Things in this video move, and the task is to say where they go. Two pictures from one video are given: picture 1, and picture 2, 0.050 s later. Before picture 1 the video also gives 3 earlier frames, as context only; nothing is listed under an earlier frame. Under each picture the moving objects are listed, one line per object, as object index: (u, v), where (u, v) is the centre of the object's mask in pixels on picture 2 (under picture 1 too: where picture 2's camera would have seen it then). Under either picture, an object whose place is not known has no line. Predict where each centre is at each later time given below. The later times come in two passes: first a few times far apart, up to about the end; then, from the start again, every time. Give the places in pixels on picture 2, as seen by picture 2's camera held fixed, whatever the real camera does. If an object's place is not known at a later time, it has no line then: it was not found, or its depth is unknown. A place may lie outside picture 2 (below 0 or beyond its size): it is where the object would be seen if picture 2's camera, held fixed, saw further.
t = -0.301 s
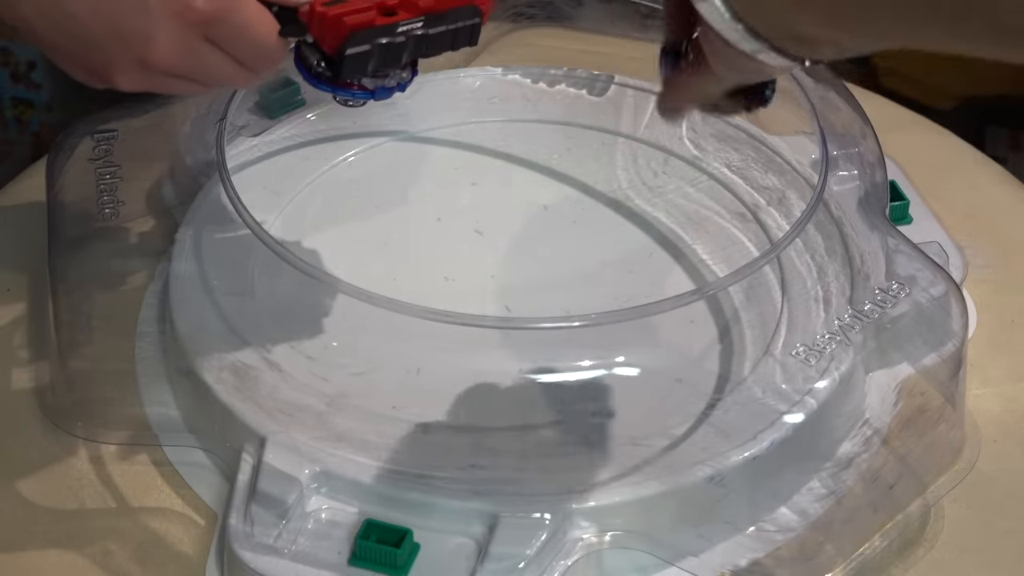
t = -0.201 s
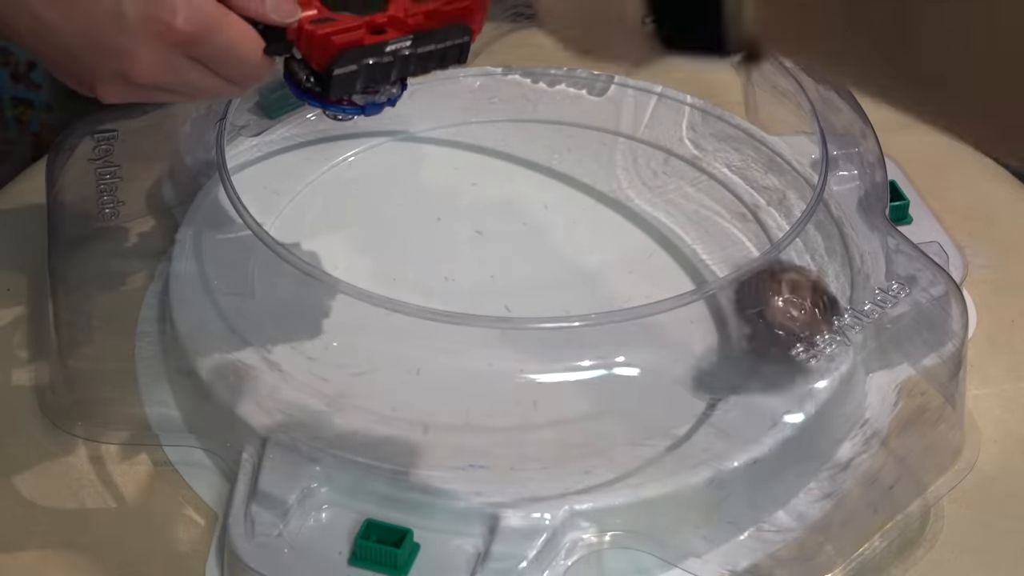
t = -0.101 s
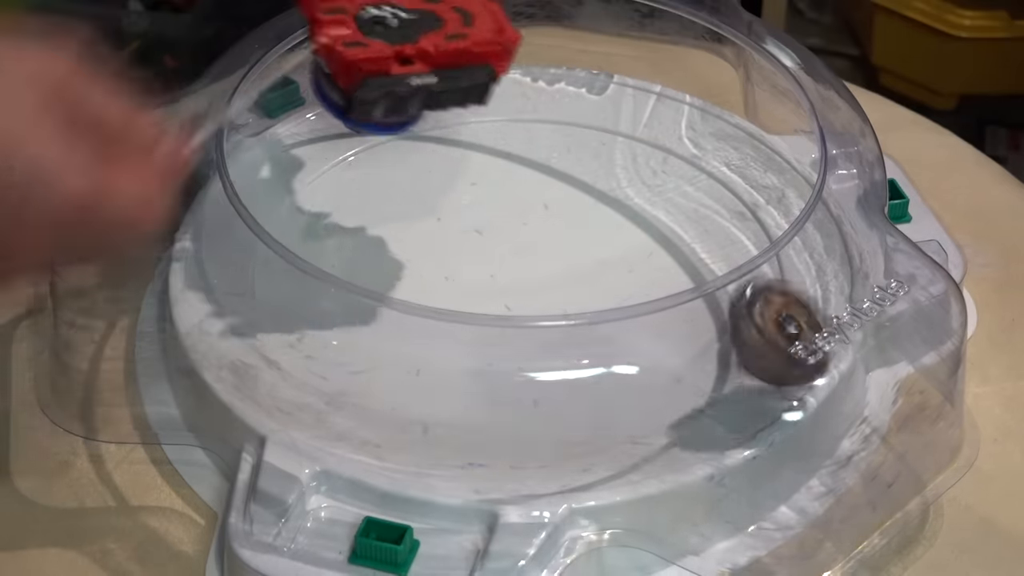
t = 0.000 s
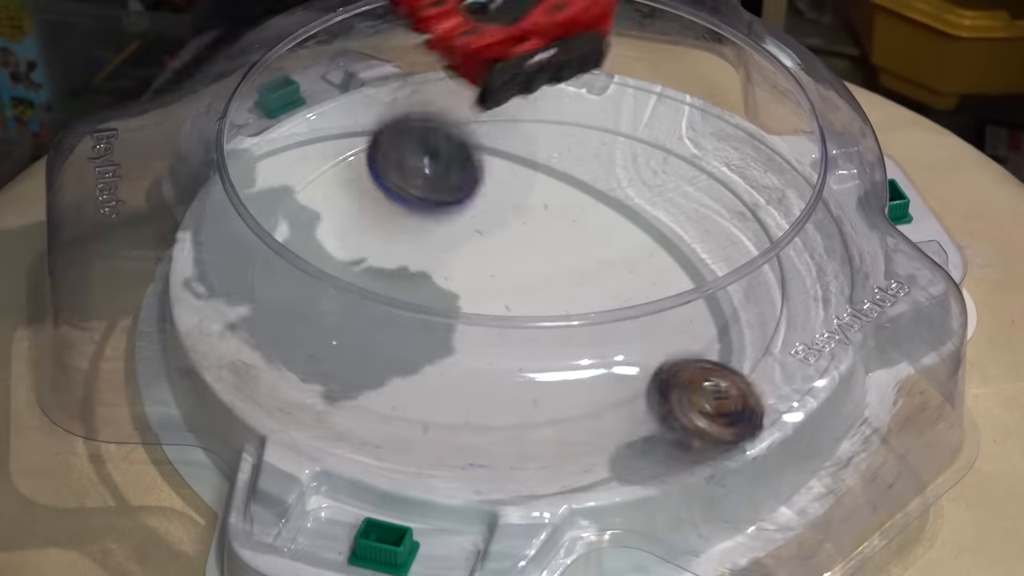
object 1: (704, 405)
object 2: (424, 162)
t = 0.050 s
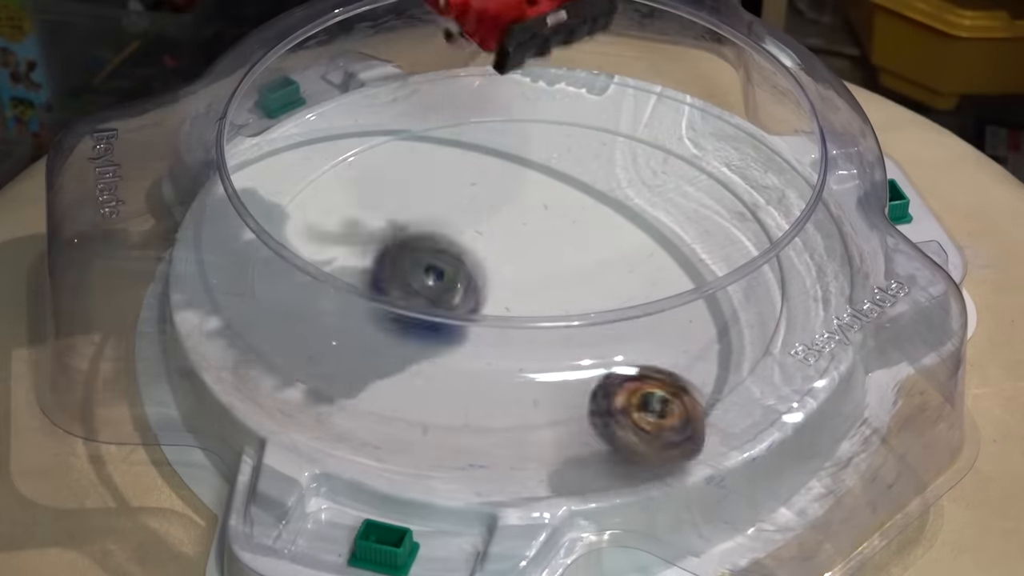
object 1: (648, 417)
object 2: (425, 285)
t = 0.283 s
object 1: (424, 408)
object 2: (543, 370)
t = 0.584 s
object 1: (436, 313)
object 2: (548, 341)
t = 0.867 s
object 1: (515, 203)
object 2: (529, 284)
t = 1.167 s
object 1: (549, 192)
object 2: (522, 281)
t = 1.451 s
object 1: (539, 253)
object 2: (560, 329)
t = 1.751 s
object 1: (530, 282)
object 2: (582, 391)
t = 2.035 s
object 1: (511, 222)
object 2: (532, 364)
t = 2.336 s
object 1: (479, 200)
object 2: (609, 297)
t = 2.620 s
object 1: (521, 256)
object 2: (693, 285)
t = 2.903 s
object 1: (370, 282)
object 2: (827, 252)
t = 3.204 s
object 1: (382, 260)
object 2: (657, 252)
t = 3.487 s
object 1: (377, 320)
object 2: (558, 160)
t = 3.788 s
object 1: (454, 331)
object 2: (538, 161)
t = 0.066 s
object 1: (627, 423)
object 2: (434, 267)
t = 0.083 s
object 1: (607, 428)
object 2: (441, 264)
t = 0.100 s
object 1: (586, 426)
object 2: (449, 260)
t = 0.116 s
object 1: (567, 427)
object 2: (457, 261)
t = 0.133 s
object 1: (549, 427)
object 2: (465, 266)
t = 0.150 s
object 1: (532, 425)
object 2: (473, 275)
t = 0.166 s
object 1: (514, 425)
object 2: (483, 296)
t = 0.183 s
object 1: (498, 423)
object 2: (492, 321)
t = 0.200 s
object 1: (482, 421)
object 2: (503, 345)
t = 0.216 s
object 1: (465, 420)
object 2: (510, 347)
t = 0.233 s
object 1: (454, 419)
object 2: (519, 352)
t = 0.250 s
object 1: (442, 410)
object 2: (528, 358)
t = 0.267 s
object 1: (432, 406)
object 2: (536, 370)
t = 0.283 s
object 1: (424, 408)
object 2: (543, 370)
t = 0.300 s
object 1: (417, 404)
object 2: (550, 373)
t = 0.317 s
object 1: (411, 398)
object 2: (556, 374)
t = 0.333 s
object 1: (406, 396)
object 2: (561, 375)
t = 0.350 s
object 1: (402, 393)
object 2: (568, 375)
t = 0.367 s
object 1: (399, 389)
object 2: (573, 374)
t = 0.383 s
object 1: (397, 386)
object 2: (575, 375)
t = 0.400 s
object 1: (396, 383)
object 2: (577, 374)
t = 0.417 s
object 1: (396, 381)
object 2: (579, 373)
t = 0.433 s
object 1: (396, 373)
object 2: (579, 373)
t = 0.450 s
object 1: (399, 366)
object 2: (579, 371)
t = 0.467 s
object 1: (401, 361)
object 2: (578, 370)
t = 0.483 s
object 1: (405, 353)
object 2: (576, 369)
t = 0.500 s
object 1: (410, 348)
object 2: (572, 368)
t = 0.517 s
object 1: (414, 344)
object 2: (568, 358)
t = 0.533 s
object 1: (418, 341)
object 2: (564, 354)
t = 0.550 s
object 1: (425, 330)
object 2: (561, 361)
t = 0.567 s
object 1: (430, 320)
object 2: (555, 347)
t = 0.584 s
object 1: (436, 313)
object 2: (548, 341)
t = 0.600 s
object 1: (441, 306)
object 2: (542, 336)
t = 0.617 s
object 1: (447, 290)
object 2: (541, 336)
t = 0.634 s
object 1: (449, 285)
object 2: (541, 328)
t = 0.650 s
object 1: (447, 280)
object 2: (540, 328)
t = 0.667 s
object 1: (449, 275)
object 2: (540, 322)
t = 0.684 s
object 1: (452, 270)
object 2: (539, 320)
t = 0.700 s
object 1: (456, 263)
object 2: (539, 316)
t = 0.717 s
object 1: (462, 257)
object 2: (539, 314)
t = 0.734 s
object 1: (469, 250)
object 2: (538, 312)
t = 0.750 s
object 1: (474, 244)
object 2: (538, 309)
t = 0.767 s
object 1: (480, 237)
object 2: (537, 305)
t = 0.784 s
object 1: (486, 231)
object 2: (534, 301)
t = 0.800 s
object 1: (491, 225)
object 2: (533, 299)
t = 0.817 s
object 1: (497, 219)
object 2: (529, 288)
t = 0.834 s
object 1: (504, 213)
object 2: (529, 287)
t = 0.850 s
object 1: (509, 209)
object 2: (529, 286)
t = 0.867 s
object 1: (515, 203)
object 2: (529, 284)
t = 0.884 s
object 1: (521, 199)
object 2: (527, 283)
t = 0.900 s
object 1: (526, 195)
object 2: (528, 281)
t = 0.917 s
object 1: (530, 191)
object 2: (527, 281)
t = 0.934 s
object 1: (534, 188)
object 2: (525, 280)
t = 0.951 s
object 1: (538, 186)
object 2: (524, 279)
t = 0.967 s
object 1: (541, 184)
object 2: (523, 276)
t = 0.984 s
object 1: (542, 183)
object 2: (522, 276)
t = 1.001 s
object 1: (545, 181)
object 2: (521, 276)
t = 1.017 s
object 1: (546, 181)
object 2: (520, 275)
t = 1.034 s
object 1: (546, 181)
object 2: (520, 276)
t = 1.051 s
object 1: (546, 182)
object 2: (520, 275)
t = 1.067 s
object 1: (547, 182)
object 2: (520, 274)
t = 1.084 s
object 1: (547, 183)
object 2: (520, 276)
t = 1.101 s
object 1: (547, 185)
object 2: (520, 276)
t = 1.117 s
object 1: (548, 187)
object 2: (520, 277)
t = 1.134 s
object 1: (548, 188)
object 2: (521, 278)
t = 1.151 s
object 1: (548, 190)
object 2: (521, 280)
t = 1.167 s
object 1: (549, 192)
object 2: (522, 281)
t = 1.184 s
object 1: (551, 194)
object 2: (523, 283)
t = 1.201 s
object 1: (551, 196)
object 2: (524, 283)
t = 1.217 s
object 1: (551, 199)
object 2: (525, 284)
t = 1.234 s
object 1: (552, 202)
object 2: (526, 287)
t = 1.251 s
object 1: (552, 204)
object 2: (527, 288)
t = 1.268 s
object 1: (552, 206)
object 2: (527, 290)
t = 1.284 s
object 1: (552, 209)
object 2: (533, 299)
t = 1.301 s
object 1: (551, 212)
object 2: (535, 302)
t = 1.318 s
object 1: (549, 215)
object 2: (537, 305)
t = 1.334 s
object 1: (549, 220)
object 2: (539, 309)
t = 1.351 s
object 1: (548, 225)
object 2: (542, 311)
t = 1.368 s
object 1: (546, 229)
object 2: (544, 314)
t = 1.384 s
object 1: (544, 235)
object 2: (547, 315)
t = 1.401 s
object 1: (543, 240)
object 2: (550, 320)
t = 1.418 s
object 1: (540, 245)
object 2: (553, 320)
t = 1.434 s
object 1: (540, 250)
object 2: (554, 328)
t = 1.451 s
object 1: (539, 253)
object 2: (560, 329)
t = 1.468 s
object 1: (538, 257)
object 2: (564, 338)
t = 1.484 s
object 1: (537, 262)
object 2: (565, 342)
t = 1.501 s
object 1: (536, 266)
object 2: (570, 354)
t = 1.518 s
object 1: (535, 270)
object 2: (571, 358)
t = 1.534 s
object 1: (534, 275)
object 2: (571, 360)
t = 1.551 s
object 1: (534, 277)
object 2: (571, 362)
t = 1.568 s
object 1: (535, 280)
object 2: (571, 363)
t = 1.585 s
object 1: (536, 283)
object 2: (572, 364)
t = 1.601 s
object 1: (536, 286)
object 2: (572, 365)
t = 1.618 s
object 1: (537, 288)
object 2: (571, 367)
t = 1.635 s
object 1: (538, 289)
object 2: (571, 367)
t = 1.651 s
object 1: (539, 291)
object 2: (570, 370)
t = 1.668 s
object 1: (540, 292)
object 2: (570, 369)
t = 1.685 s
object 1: (541, 293)
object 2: (569, 369)
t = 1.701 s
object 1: (543, 295)
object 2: (569, 371)
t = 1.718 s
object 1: (540, 294)
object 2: (572, 374)
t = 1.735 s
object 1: (534, 288)
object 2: (579, 386)
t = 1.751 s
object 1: (530, 282)
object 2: (582, 391)
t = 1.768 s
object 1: (527, 278)
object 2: (585, 397)
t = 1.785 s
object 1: (523, 273)
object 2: (588, 401)
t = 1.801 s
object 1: (519, 266)
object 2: (587, 401)
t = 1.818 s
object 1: (517, 261)
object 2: (585, 399)
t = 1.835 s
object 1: (516, 255)
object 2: (584, 400)
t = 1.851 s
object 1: (515, 250)
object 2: (580, 401)
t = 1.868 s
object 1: (513, 247)
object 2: (575, 400)
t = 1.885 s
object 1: (514, 242)
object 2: (570, 403)
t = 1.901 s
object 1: (516, 237)
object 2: (565, 400)
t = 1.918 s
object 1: (516, 236)
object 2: (560, 397)
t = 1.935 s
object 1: (515, 233)
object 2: (555, 393)
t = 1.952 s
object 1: (514, 230)
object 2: (552, 389)
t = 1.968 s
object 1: (515, 228)
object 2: (547, 384)
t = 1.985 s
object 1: (514, 226)
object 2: (543, 379)
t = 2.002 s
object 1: (512, 225)
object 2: (539, 374)
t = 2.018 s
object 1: (511, 224)
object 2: (536, 369)
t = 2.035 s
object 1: (511, 222)
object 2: (532, 364)
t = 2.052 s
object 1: (510, 223)
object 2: (529, 358)
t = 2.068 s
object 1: (508, 223)
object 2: (529, 355)
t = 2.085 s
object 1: (508, 223)
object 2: (526, 342)
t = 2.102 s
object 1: (508, 224)
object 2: (528, 333)
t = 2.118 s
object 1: (508, 224)
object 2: (527, 328)
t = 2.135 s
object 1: (507, 225)
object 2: (528, 318)
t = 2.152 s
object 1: (506, 226)
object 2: (528, 308)
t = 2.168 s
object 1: (506, 226)
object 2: (531, 304)
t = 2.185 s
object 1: (504, 224)
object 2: (536, 293)
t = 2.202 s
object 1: (499, 217)
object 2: (545, 304)
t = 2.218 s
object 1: (493, 208)
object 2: (553, 303)
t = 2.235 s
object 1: (491, 203)
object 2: (560, 304)
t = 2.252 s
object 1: (487, 201)
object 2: (568, 302)
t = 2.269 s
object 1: (482, 199)
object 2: (577, 303)
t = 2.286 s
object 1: (481, 196)
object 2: (583, 292)
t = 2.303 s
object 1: (479, 196)
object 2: (594, 300)
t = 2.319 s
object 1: (478, 199)
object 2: (603, 299)
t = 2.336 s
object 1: (479, 200)
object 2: (609, 297)
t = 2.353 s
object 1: (481, 201)
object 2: (618, 296)
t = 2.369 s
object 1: (483, 203)
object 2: (627, 296)
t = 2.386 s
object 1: (485, 205)
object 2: (636, 295)
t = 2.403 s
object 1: (487, 206)
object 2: (642, 294)
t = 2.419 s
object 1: (488, 209)
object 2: (648, 292)
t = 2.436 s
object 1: (489, 212)
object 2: (656, 292)
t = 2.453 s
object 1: (490, 216)
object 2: (662, 290)
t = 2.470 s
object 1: (493, 218)
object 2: (667, 289)
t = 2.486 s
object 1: (494, 223)
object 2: (673, 287)
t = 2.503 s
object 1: (496, 226)
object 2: (678, 286)
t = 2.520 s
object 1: (499, 231)
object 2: (682, 287)
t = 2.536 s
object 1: (502, 235)
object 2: (686, 285)
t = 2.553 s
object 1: (505, 240)
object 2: (689, 286)
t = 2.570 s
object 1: (507, 243)
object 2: (690, 286)
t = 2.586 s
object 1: (513, 247)
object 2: (691, 285)
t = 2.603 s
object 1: (518, 252)
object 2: (693, 285)
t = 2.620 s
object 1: (521, 256)
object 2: (693, 285)
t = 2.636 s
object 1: (527, 260)
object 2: (692, 284)
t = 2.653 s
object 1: (533, 264)
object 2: (691, 285)
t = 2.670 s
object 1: (538, 269)
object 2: (688, 284)
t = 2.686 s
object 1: (543, 272)
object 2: (685, 285)
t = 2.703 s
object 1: (549, 275)
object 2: (681, 284)
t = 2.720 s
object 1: (554, 278)
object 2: (676, 284)
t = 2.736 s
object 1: (559, 280)
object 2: (671, 284)
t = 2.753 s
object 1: (541, 286)
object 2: (689, 280)
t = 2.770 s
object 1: (513, 290)
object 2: (716, 279)
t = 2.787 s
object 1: (490, 286)
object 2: (742, 280)
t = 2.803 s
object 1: (472, 282)
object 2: (763, 271)
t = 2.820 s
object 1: (449, 285)
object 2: (778, 264)
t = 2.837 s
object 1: (428, 283)
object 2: (788, 258)
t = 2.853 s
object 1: (414, 278)
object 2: (801, 254)
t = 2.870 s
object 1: (401, 275)
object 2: (814, 258)
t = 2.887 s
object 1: (389, 271)
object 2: (820, 255)
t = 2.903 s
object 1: (370, 282)
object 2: (827, 252)
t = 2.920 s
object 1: (357, 281)
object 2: (828, 250)
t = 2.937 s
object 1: (352, 280)
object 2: (825, 250)
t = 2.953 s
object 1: (349, 277)
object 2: (822, 251)
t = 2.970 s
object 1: (344, 275)
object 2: (811, 247)
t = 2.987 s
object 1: (342, 273)
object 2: (804, 246)
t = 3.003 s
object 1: (340, 271)
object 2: (800, 246)
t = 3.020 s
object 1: (338, 269)
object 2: (791, 246)
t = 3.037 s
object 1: (340, 270)
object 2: (783, 249)
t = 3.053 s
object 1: (342, 269)
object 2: (773, 243)
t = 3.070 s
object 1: (345, 266)
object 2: (763, 247)
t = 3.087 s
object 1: (347, 267)
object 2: (753, 248)
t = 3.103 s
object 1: (355, 257)
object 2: (740, 248)
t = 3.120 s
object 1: (360, 258)
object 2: (726, 247)
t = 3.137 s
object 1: (363, 259)
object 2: (713, 247)
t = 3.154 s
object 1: (366, 259)
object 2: (701, 249)
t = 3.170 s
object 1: (371, 260)
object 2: (687, 251)
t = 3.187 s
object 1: (375, 261)
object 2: (673, 251)
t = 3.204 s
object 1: (382, 260)
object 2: (657, 252)
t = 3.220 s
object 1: (388, 262)
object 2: (642, 252)
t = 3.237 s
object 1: (392, 260)
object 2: (626, 251)
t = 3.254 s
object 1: (399, 261)
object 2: (611, 251)
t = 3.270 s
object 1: (405, 266)
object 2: (596, 249)
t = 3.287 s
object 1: (413, 266)
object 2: (581, 248)
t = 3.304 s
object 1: (421, 267)
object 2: (565, 246)
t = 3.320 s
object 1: (429, 268)
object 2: (550, 243)
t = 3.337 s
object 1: (434, 269)
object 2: (539, 241)
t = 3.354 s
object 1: (427, 265)
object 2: (540, 217)
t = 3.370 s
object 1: (418, 267)
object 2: (543, 195)
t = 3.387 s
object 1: (408, 277)
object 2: (546, 178)
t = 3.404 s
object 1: (391, 297)
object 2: (549, 164)
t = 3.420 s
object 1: (390, 303)
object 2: (552, 157)
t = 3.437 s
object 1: (385, 306)
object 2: (554, 154)
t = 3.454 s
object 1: (380, 304)
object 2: (556, 154)
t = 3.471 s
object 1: (379, 310)
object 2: (557, 160)
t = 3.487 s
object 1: (377, 320)
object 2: (558, 160)
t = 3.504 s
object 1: (373, 326)
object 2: (557, 152)
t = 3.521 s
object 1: (370, 322)
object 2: (558, 150)
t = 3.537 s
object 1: (371, 320)
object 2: (558, 148)
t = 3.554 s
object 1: (371, 323)
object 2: (557, 145)
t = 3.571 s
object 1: (370, 332)
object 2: (557, 143)
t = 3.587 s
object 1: (372, 336)
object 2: (556, 141)
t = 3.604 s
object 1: (375, 337)
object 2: (555, 140)
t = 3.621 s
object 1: (379, 336)
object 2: (554, 140)
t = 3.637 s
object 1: (382, 335)
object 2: (554, 140)
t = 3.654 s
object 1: (391, 339)
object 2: (553, 140)
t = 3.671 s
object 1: (395, 340)
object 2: (551, 141)
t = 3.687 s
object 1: (403, 340)
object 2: (550, 143)
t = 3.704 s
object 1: (408, 339)
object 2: (549, 145)
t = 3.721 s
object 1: (416, 340)
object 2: (547, 148)
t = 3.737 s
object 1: (422, 341)
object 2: (545, 150)
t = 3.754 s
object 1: (431, 341)
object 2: (543, 153)
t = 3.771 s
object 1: (445, 335)
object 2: (540, 156)
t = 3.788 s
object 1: (454, 331)
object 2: (538, 161)
